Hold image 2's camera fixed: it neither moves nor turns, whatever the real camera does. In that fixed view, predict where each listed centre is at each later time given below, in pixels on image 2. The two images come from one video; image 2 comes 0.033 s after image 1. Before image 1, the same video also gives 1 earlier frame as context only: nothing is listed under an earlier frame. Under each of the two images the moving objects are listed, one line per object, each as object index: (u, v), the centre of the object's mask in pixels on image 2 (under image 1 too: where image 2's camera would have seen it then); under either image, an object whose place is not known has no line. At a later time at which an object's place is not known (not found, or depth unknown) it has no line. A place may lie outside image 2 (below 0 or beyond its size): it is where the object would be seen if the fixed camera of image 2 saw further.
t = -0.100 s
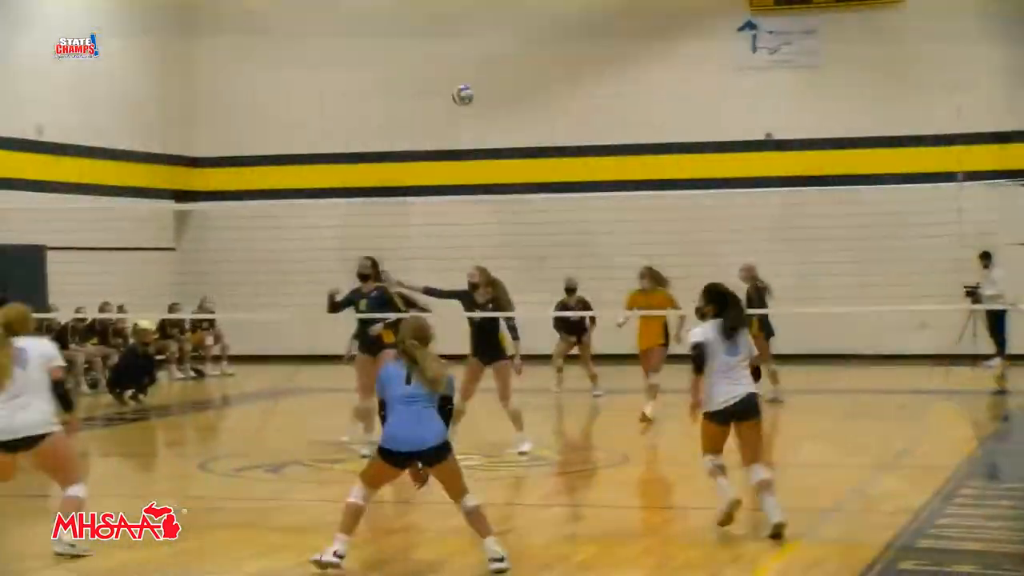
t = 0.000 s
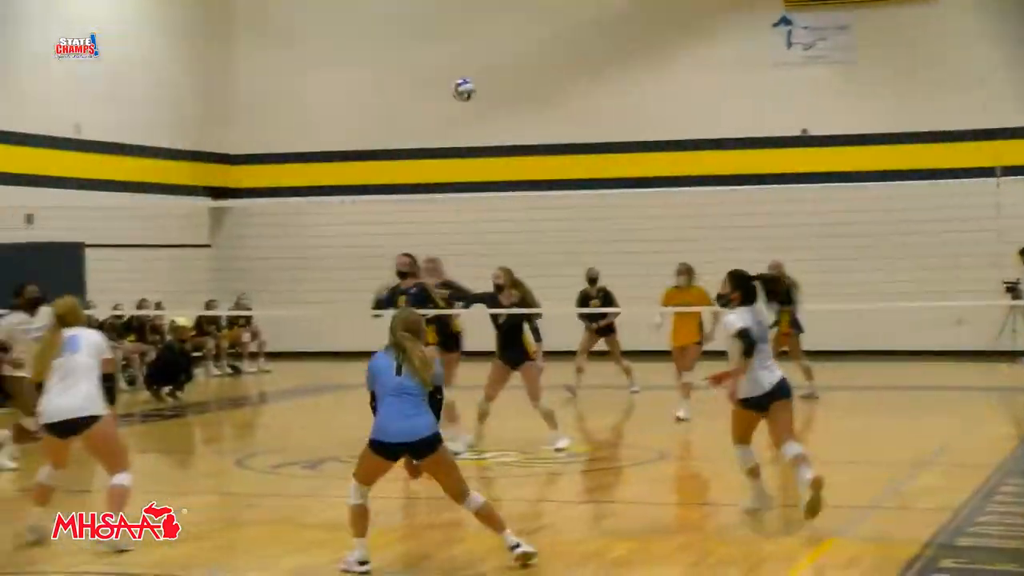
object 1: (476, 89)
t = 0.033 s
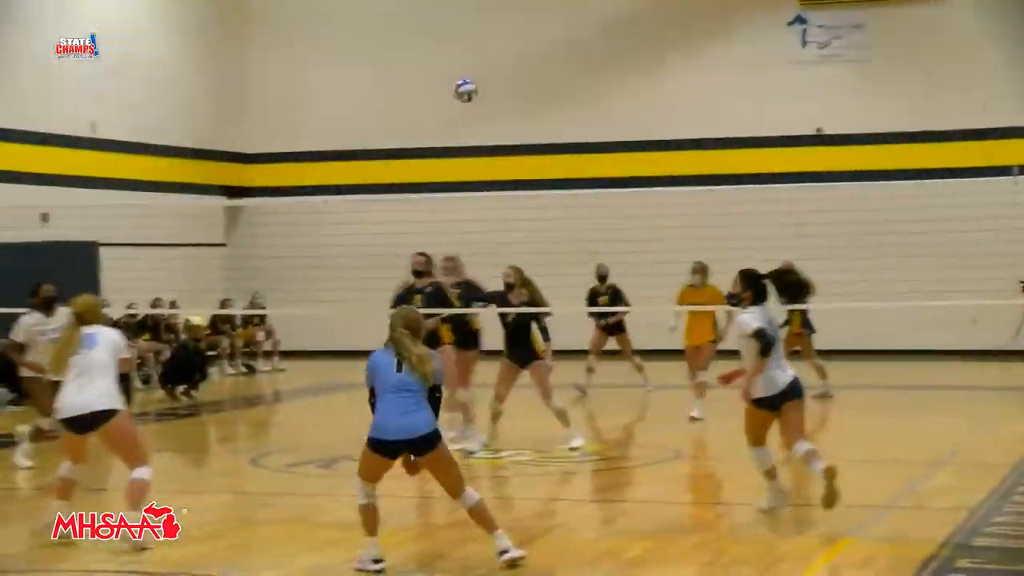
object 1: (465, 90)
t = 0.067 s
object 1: (455, 95)
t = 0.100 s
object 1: (443, 100)
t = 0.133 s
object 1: (431, 108)
